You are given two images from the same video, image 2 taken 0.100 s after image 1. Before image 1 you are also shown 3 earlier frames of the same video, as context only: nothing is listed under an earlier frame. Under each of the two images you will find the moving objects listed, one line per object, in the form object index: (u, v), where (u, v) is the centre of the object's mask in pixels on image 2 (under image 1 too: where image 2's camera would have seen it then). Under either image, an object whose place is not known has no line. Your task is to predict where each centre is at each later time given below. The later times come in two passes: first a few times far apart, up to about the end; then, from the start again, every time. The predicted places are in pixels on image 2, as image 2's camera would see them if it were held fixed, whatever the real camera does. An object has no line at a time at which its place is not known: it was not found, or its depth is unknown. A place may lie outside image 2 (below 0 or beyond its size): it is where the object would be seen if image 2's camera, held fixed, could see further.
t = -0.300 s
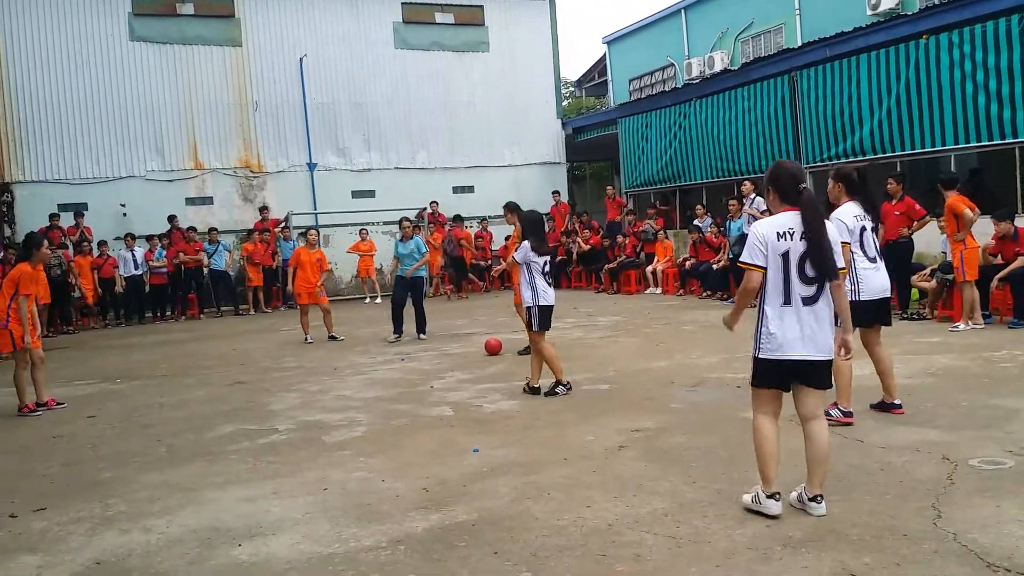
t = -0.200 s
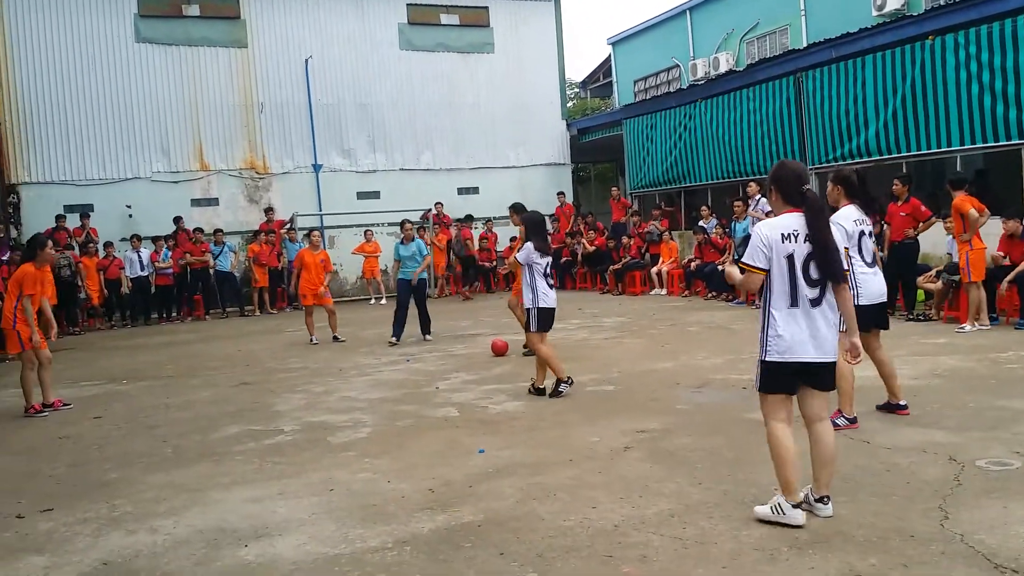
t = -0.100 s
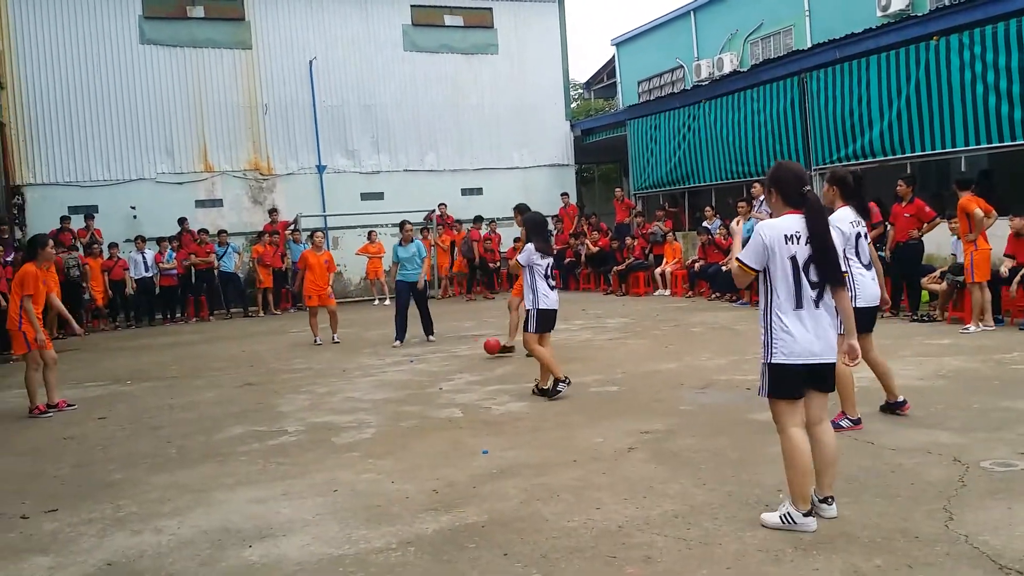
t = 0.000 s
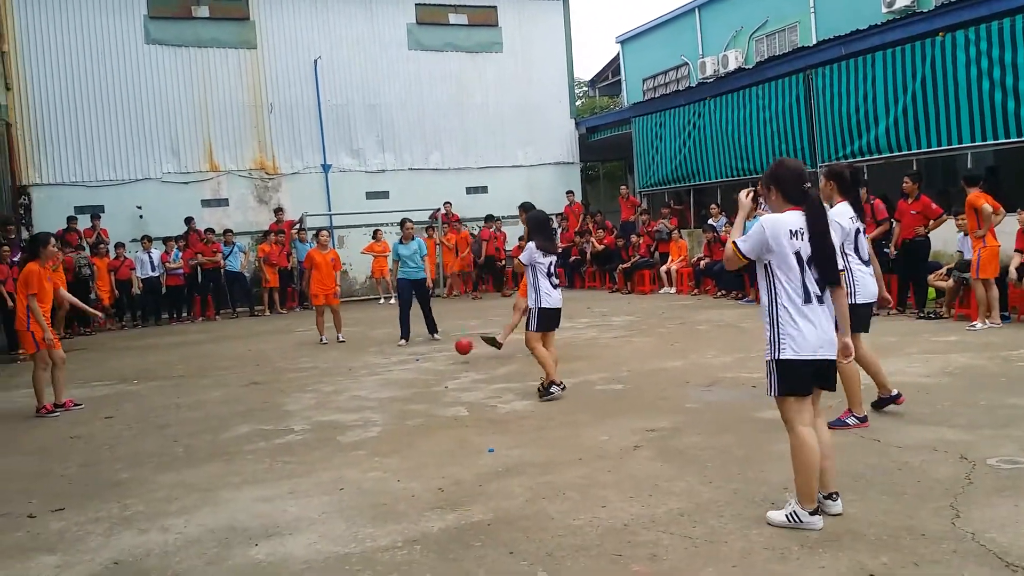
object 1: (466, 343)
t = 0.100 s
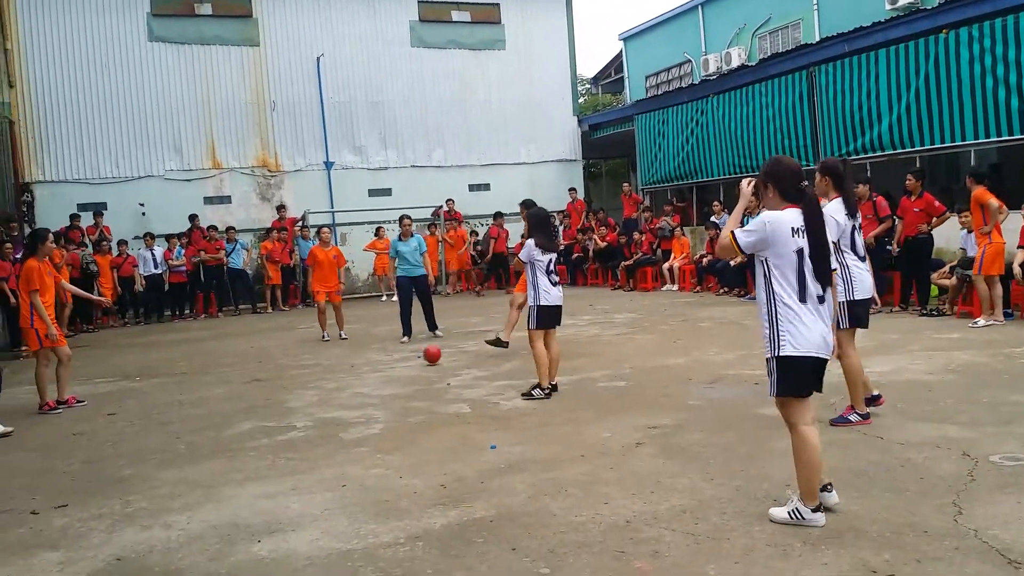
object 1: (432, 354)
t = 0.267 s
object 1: (387, 357)
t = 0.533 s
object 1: (338, 367)
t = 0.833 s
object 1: (291, 375)
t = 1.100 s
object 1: (250, 385)
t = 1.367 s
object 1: (214, 393)
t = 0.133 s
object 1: (421, 356)
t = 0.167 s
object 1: (413, 355)
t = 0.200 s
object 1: (404, 355)
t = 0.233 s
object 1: (395, 355)
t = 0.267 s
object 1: (387, 357)
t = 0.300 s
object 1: (378, 360)
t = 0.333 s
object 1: (370, 365)
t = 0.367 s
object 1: (363, 366)
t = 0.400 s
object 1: (358, 364)
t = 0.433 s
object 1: (353, 364)
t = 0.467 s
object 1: (347, 364)
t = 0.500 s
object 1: (343, 365)
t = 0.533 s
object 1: (338, 367)
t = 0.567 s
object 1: (332, 370)
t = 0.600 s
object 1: (326, 374)
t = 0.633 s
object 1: (321, 372)
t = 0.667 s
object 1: (315, 372)
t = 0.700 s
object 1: (310, 374)
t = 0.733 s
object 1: (306, 376)
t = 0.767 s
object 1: (301, 377)
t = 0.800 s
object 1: (295, 376)
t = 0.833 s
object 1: (291, 375)
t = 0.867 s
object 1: (286, 376)
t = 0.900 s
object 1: (280, 377)
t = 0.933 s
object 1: (275, 380)
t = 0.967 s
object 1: (270, 383)
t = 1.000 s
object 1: (265, 382)
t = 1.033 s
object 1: (260, 382)
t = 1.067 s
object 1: (255, 383)
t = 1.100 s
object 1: (250, 385)
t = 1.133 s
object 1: (245, 389)
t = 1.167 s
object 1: (241, 388)
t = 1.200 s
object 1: (237, 388)
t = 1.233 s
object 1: (232, 389)
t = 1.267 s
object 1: (228, 390)
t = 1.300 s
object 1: (224, 393)
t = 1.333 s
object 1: (219, 393)
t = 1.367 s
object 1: (214, 393)
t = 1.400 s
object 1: (209, 394)
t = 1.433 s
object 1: (203, 397)
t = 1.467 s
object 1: (198, 398)
